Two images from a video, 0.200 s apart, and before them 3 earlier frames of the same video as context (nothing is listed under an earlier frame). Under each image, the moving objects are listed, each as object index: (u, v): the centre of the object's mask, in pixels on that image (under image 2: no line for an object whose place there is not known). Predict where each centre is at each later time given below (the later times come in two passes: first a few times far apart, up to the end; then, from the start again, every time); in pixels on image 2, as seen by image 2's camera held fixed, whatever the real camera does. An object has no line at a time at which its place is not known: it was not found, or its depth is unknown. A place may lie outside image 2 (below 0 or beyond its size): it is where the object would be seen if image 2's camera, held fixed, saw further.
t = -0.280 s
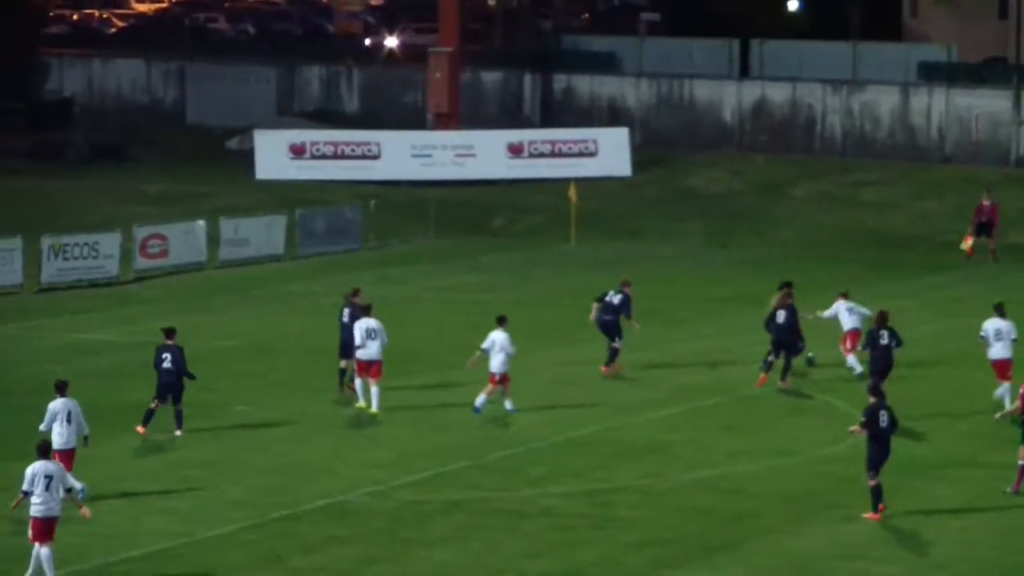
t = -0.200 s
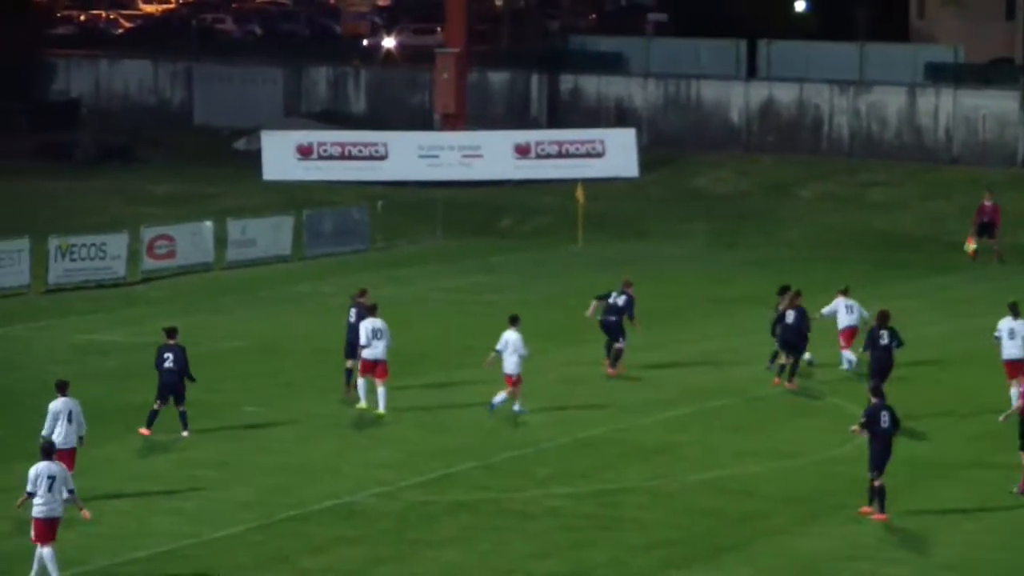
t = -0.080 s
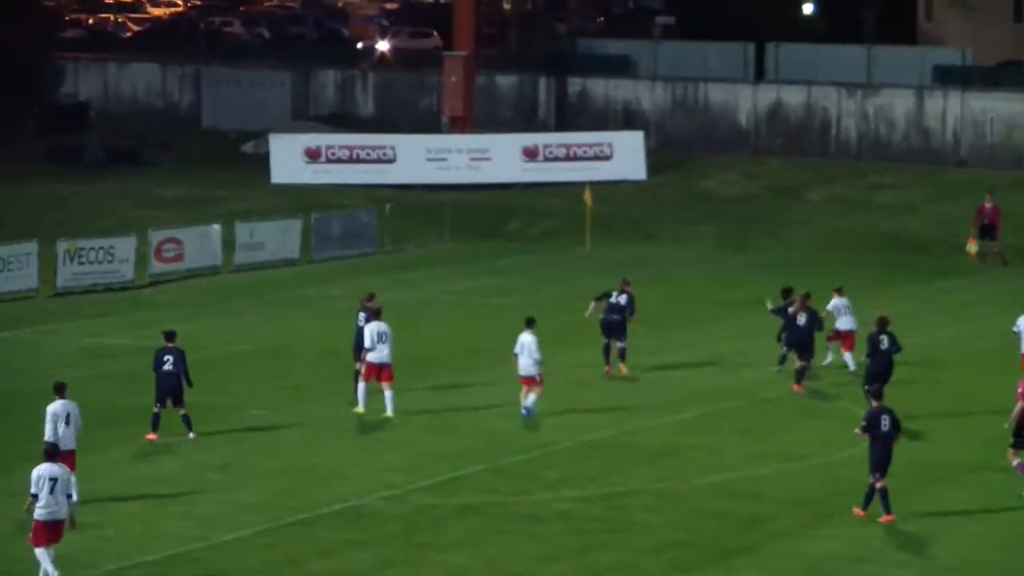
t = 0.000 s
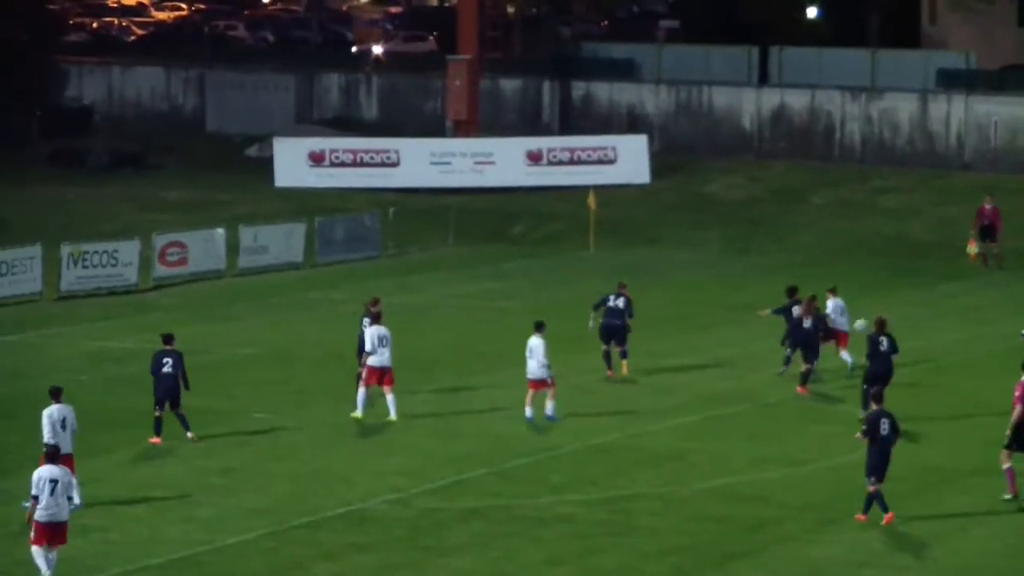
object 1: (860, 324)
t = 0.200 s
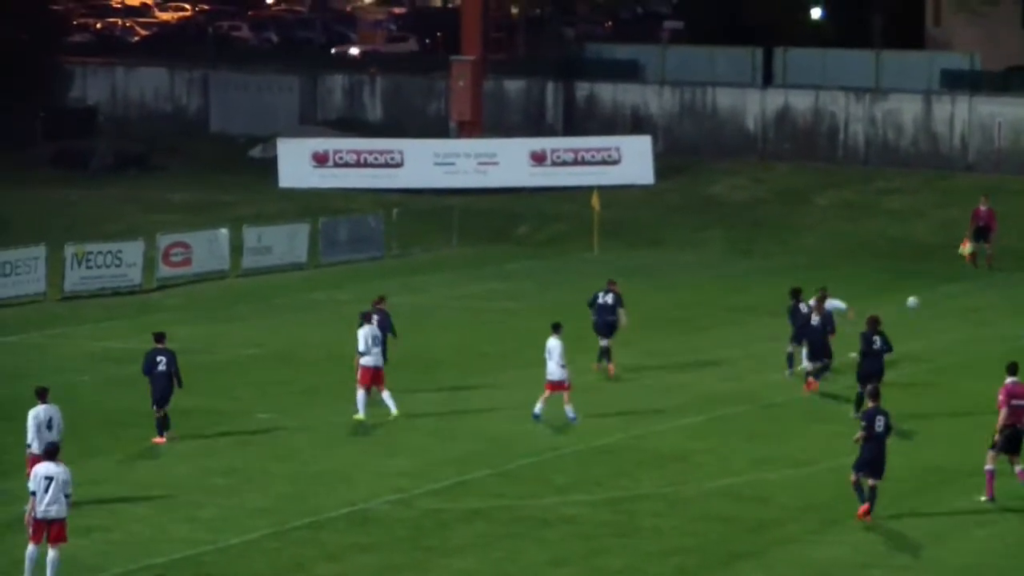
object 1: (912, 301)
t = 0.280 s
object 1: (930, 297)
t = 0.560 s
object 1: (993, 315)
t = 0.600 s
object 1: (1002, 321)
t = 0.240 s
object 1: (921, 299)
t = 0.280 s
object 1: (930, 297)
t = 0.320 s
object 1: (940, 298)
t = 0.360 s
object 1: (949, 299)
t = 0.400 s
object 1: (958, 301)
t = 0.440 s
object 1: (967, 303)
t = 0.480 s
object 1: (976, 306)
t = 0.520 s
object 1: (985, 310)
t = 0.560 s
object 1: (993, 315)
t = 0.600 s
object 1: (1002, 321)
